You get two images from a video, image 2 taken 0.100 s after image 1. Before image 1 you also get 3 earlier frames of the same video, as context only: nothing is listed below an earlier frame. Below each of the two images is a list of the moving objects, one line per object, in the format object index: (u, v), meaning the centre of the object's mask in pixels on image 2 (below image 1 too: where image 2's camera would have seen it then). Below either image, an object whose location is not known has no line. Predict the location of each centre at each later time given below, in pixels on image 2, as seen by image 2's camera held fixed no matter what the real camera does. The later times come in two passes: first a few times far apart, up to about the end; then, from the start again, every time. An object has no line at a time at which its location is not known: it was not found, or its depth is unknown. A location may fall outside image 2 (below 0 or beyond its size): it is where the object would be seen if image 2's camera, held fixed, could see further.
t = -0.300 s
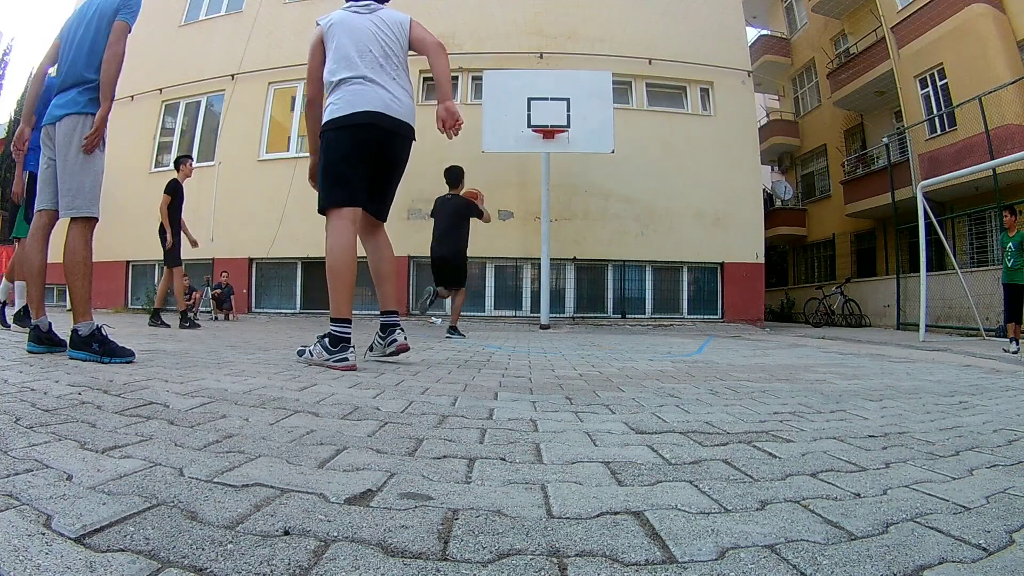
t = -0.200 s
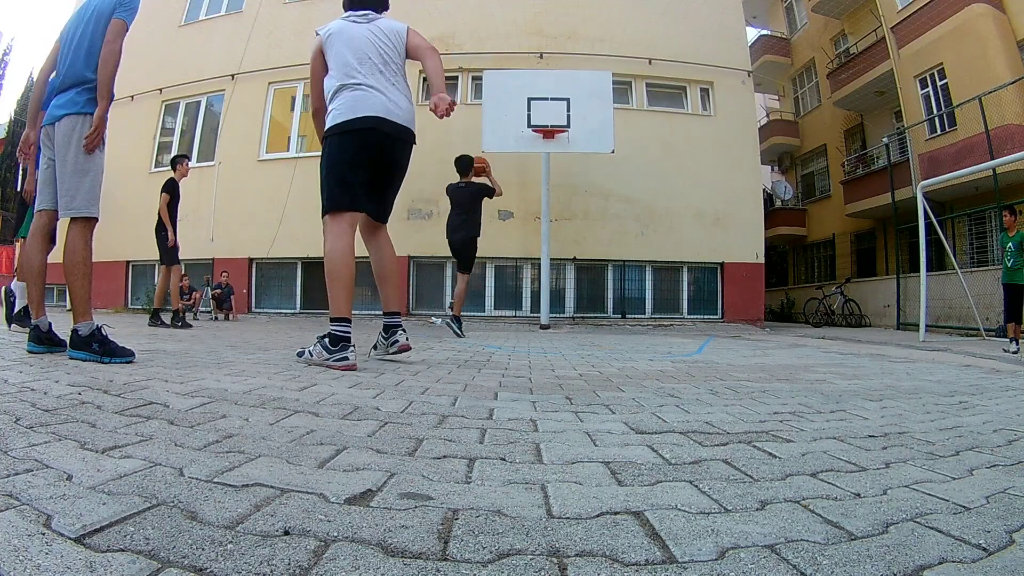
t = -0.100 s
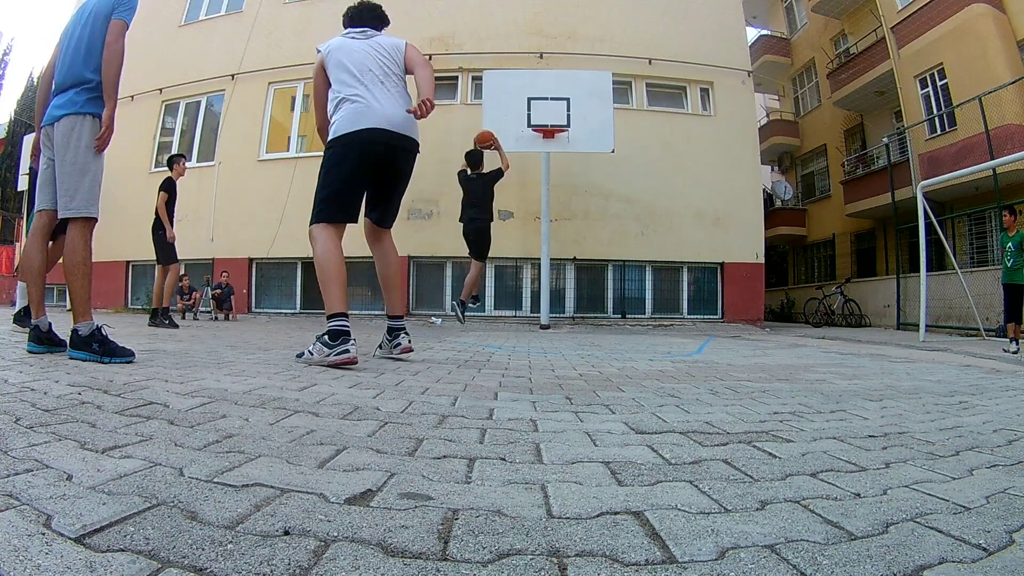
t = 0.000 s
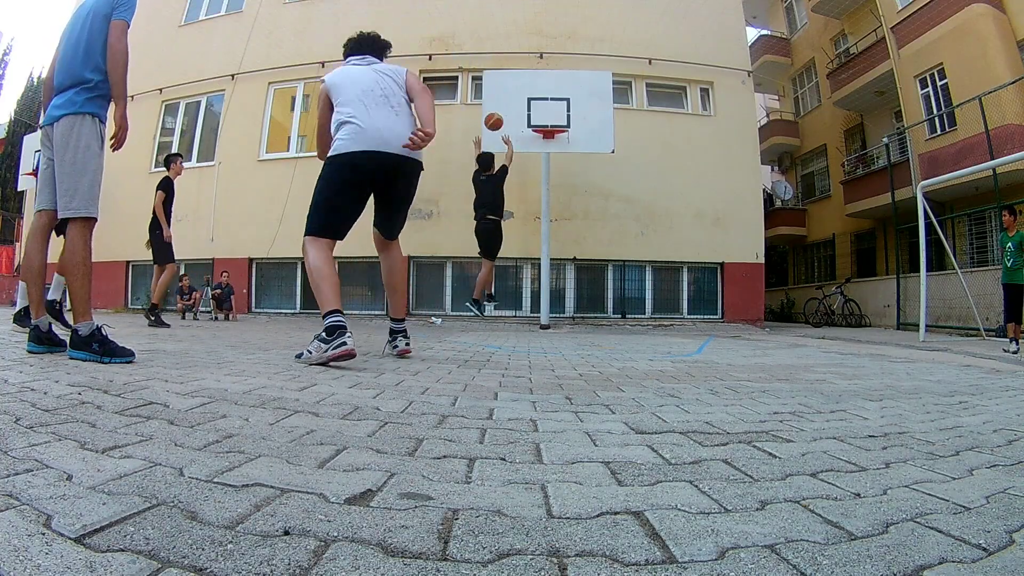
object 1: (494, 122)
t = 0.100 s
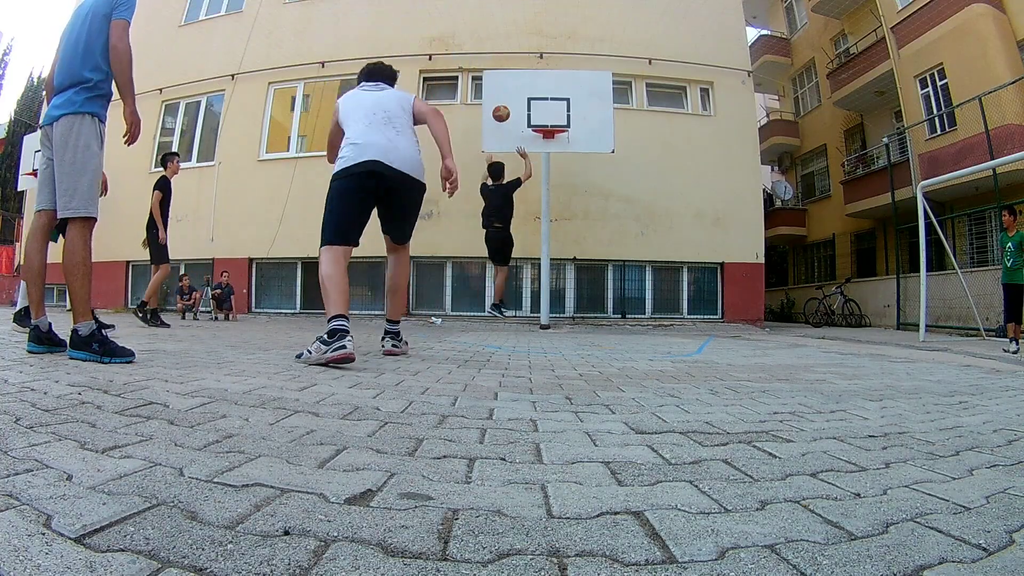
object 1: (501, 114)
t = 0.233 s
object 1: (506, 109)
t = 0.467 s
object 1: (505, 116)
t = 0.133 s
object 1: (503, 113)
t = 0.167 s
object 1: (505, 113)
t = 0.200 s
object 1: (506, 111)
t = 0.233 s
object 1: (506, 109)
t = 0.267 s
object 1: (506, 108)
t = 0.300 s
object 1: (506, 107)
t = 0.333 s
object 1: (506, 107)
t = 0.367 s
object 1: (505, 108)
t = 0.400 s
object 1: (505, 110)
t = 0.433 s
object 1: (505, 112)
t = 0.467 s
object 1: (505, 116)
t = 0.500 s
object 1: (505, 121)
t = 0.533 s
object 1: (504, 127)
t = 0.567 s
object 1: (504, 134)
